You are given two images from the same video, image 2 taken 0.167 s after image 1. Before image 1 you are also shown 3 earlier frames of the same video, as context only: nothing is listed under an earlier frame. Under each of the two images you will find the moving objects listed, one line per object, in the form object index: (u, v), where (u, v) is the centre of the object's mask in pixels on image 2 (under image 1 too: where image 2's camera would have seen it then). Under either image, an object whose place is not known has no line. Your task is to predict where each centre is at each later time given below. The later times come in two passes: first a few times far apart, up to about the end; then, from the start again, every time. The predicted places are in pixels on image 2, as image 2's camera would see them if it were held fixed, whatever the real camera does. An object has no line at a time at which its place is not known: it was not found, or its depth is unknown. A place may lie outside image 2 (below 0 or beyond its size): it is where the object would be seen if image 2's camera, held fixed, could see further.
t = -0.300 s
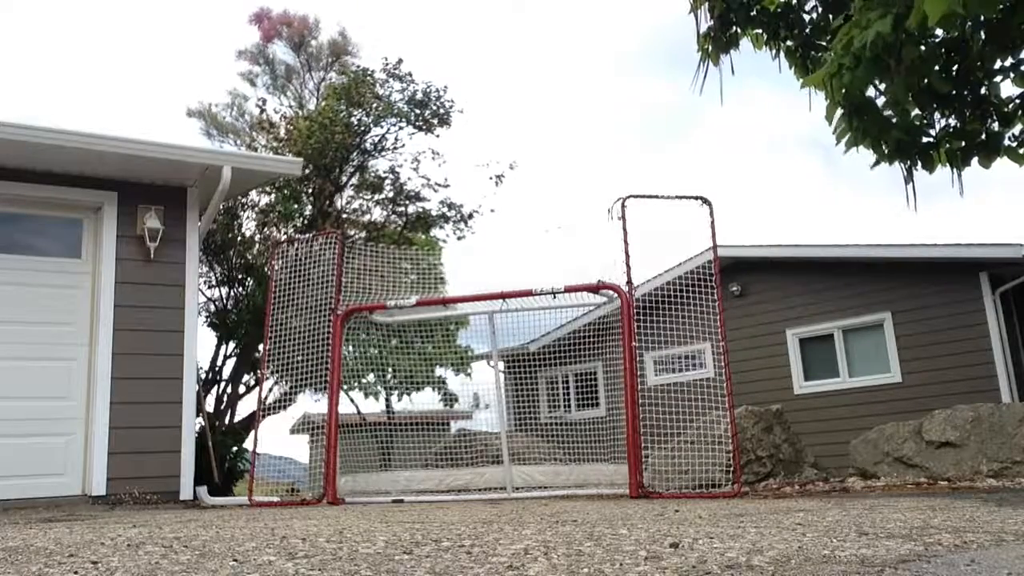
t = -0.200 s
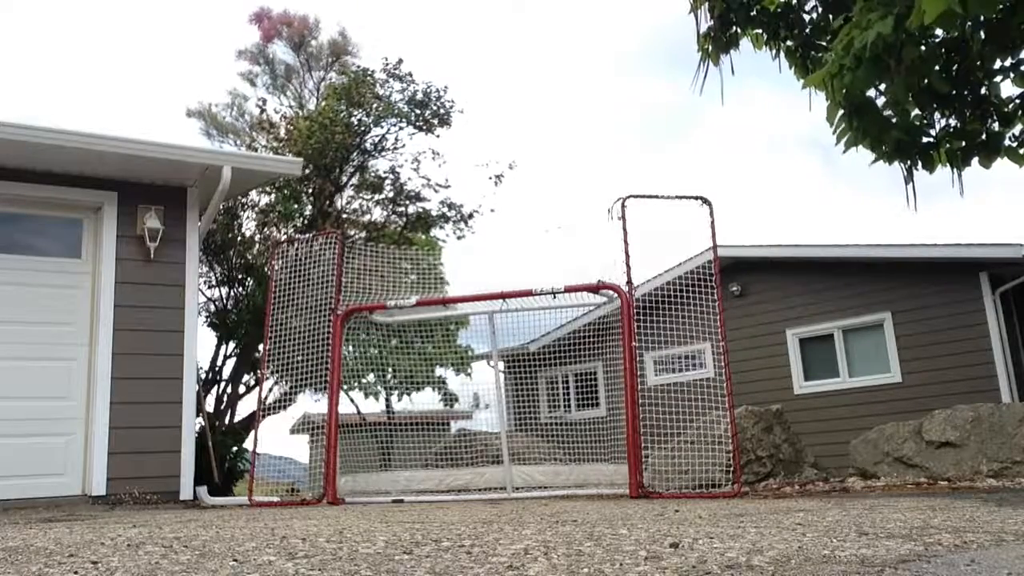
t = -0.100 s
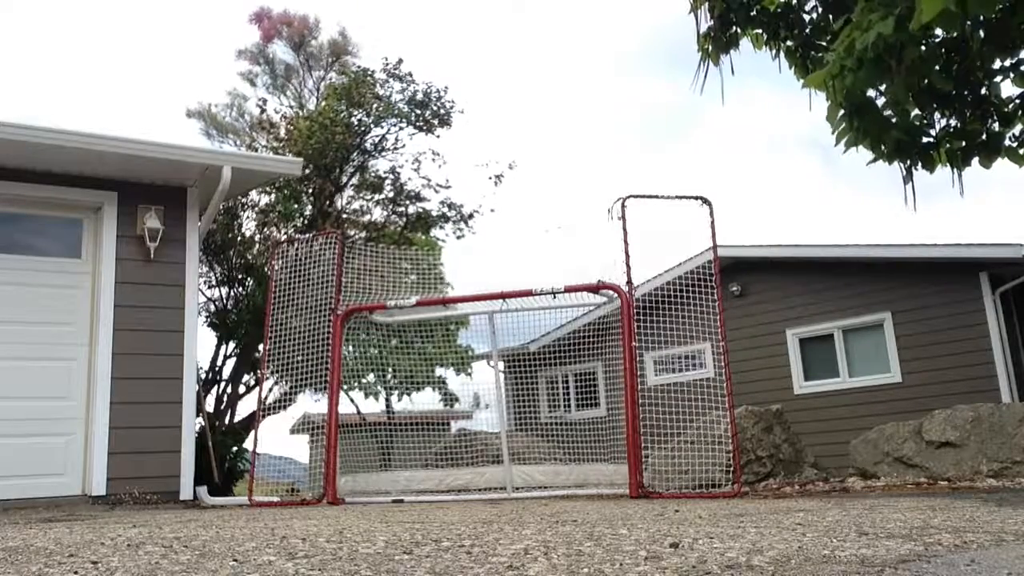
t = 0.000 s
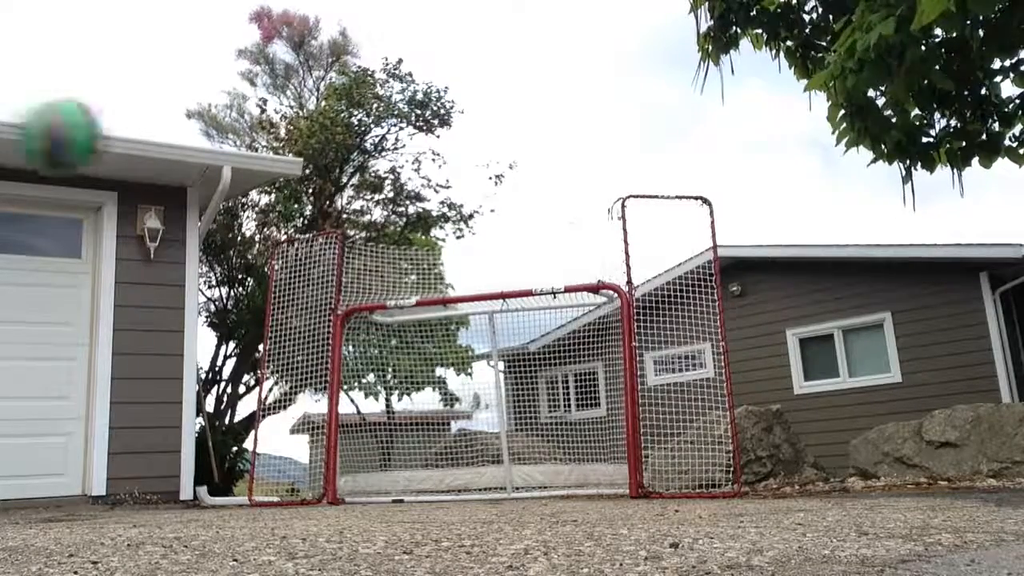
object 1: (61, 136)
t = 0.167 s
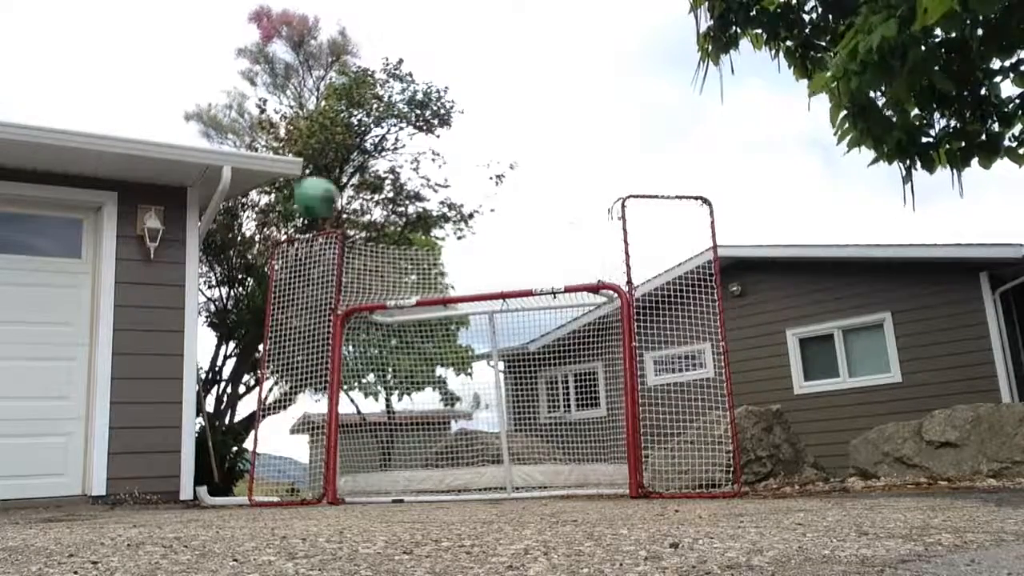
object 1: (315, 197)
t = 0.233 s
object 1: (364, 221)
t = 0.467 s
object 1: (392, 283)
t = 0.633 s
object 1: (368, 376)
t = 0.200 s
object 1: (341, 209)
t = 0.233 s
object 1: (364, 221)
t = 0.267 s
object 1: (382, 230)
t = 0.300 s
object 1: (397, 243)
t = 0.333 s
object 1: (404, 250)
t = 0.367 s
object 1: (403, 257)
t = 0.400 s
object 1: (399, 263)
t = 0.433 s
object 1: (395, 272)
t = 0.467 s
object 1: (392, 283)
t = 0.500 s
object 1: (386, 296)
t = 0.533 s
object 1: (382, 311)
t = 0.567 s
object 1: (375, 330)
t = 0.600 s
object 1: (371, 352)
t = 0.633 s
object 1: (368, 376)
